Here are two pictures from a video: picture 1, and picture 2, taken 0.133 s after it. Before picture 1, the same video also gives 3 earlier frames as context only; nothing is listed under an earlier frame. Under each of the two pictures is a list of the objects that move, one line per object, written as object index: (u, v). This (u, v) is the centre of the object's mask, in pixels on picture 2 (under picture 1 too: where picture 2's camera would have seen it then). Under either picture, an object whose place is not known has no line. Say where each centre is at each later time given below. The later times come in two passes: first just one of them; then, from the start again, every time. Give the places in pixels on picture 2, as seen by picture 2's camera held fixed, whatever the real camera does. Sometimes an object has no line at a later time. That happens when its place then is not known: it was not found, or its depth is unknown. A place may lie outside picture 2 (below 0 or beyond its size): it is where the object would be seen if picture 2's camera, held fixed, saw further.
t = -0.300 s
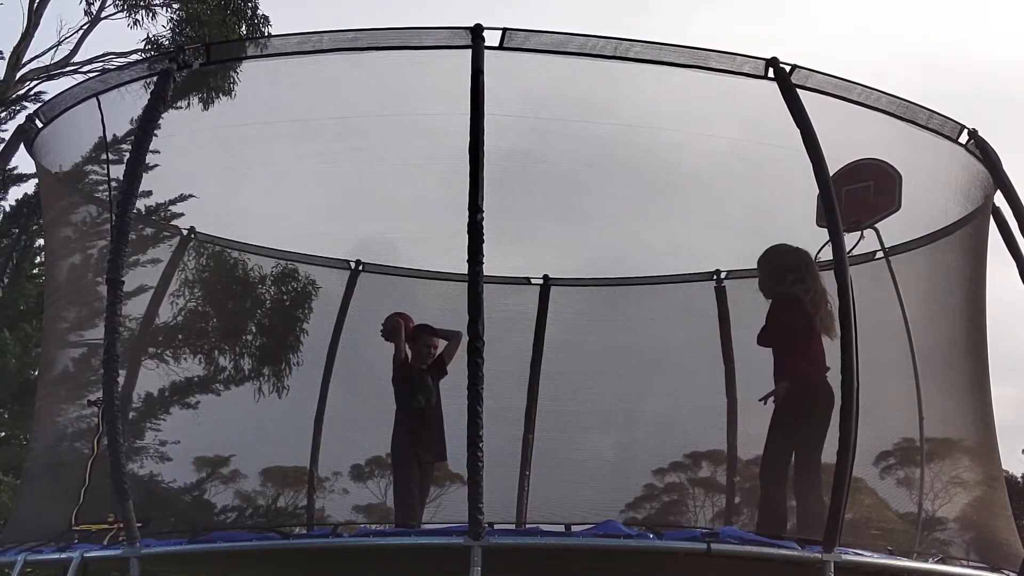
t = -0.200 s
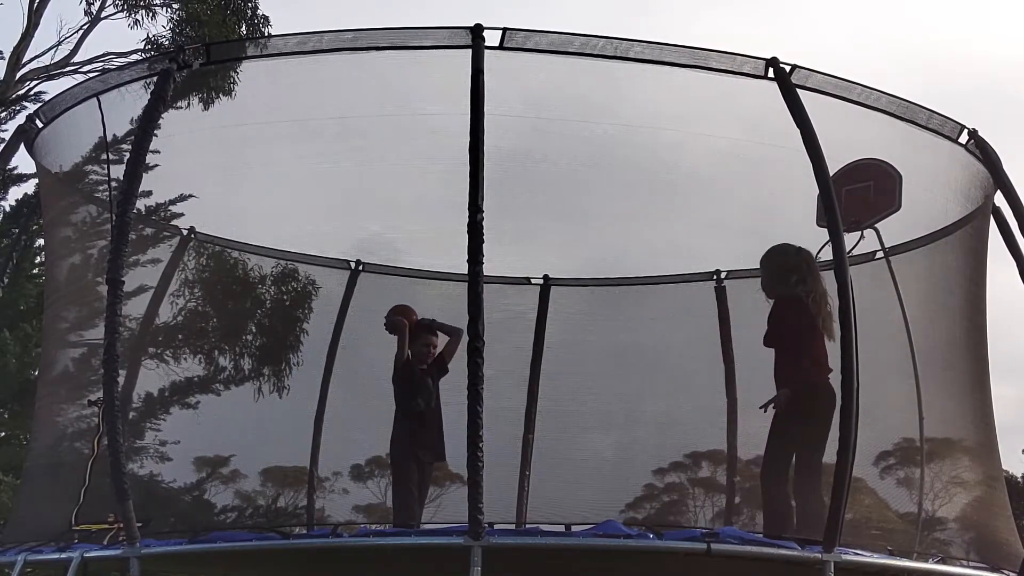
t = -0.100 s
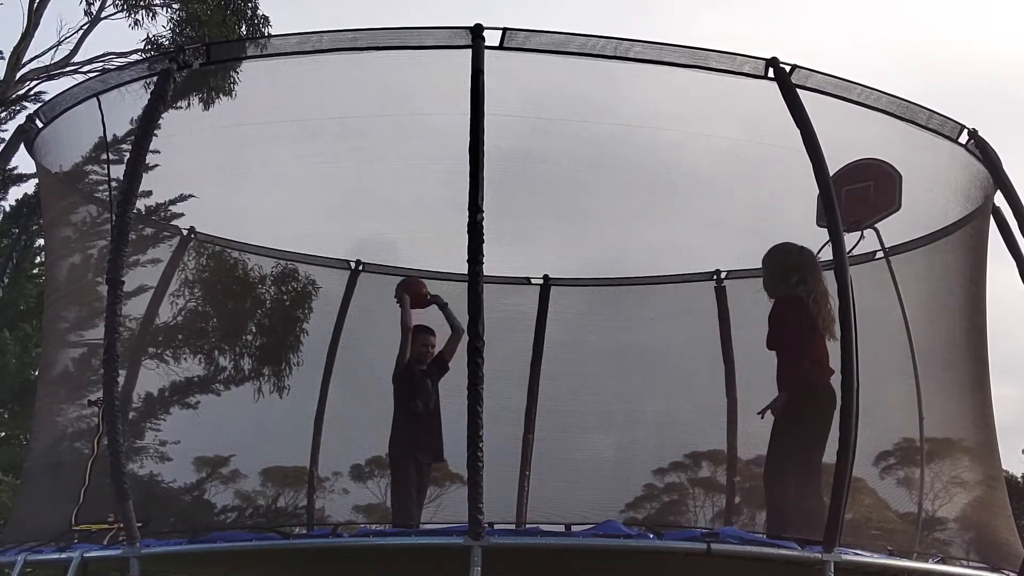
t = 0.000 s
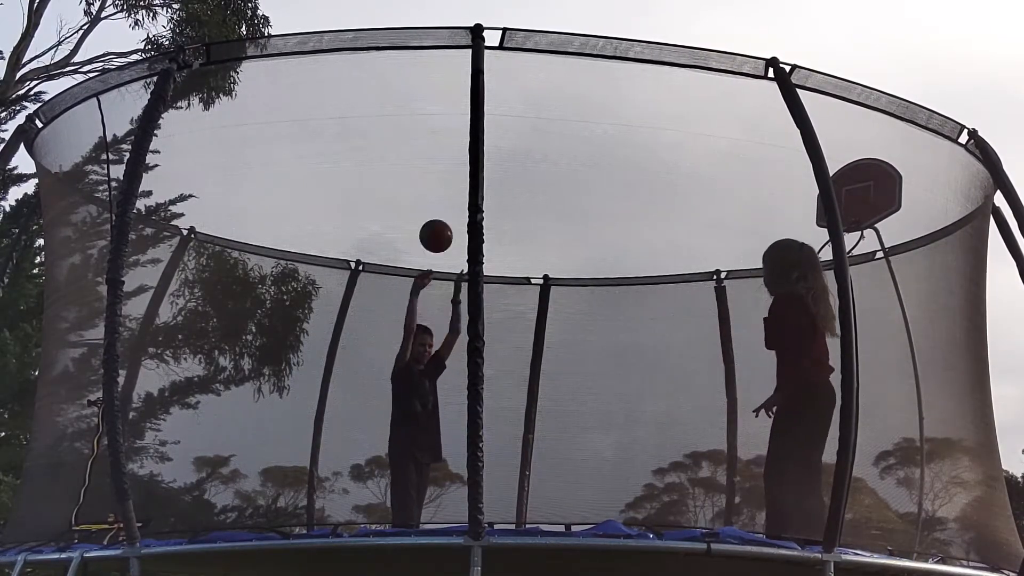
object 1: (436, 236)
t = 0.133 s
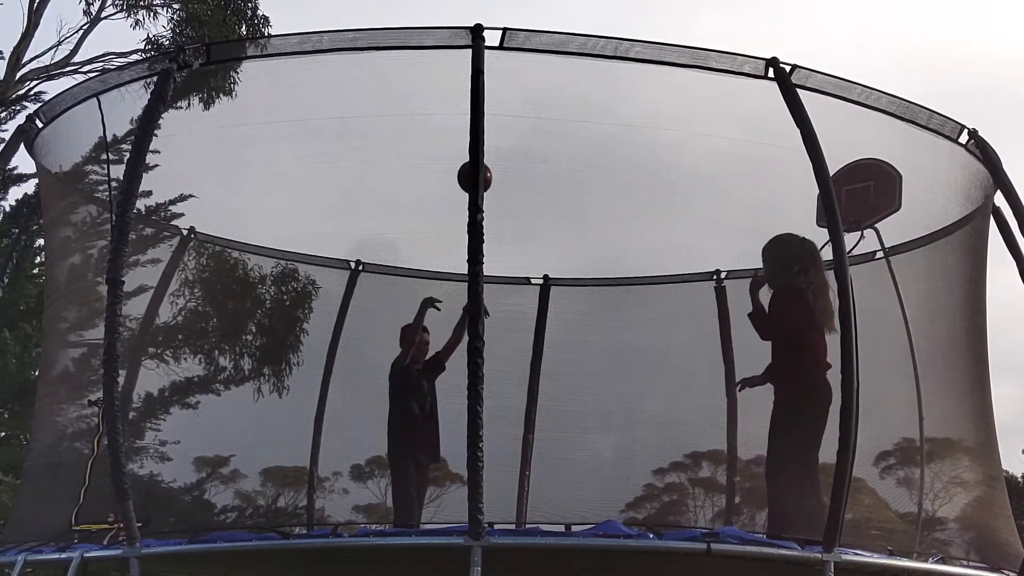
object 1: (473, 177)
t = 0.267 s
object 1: (515, 147)
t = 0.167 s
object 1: (491, 167)
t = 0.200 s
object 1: (497, 159)
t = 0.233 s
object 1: (505, 152)
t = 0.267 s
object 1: (515, 147)
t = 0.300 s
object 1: (526, 144)
